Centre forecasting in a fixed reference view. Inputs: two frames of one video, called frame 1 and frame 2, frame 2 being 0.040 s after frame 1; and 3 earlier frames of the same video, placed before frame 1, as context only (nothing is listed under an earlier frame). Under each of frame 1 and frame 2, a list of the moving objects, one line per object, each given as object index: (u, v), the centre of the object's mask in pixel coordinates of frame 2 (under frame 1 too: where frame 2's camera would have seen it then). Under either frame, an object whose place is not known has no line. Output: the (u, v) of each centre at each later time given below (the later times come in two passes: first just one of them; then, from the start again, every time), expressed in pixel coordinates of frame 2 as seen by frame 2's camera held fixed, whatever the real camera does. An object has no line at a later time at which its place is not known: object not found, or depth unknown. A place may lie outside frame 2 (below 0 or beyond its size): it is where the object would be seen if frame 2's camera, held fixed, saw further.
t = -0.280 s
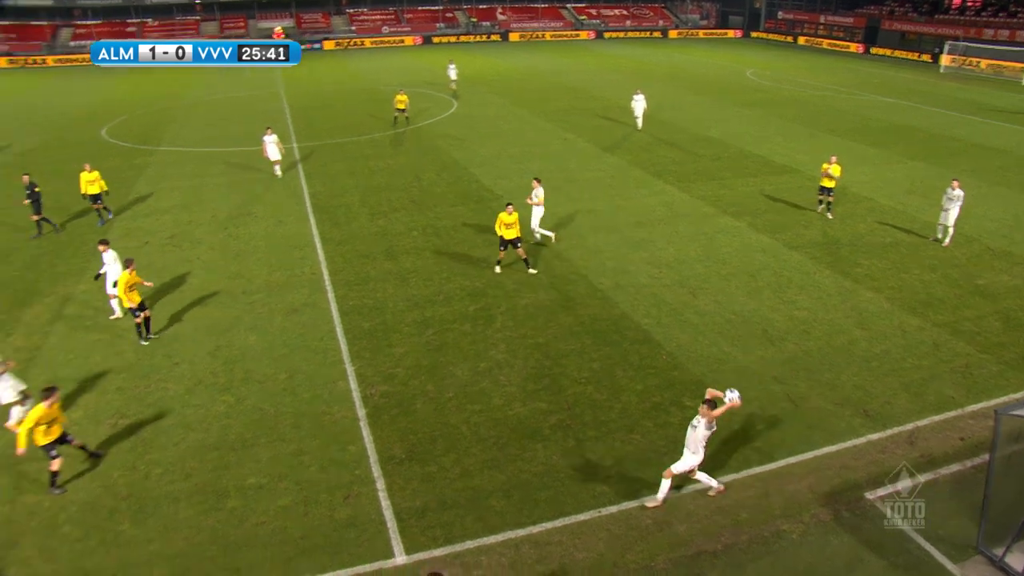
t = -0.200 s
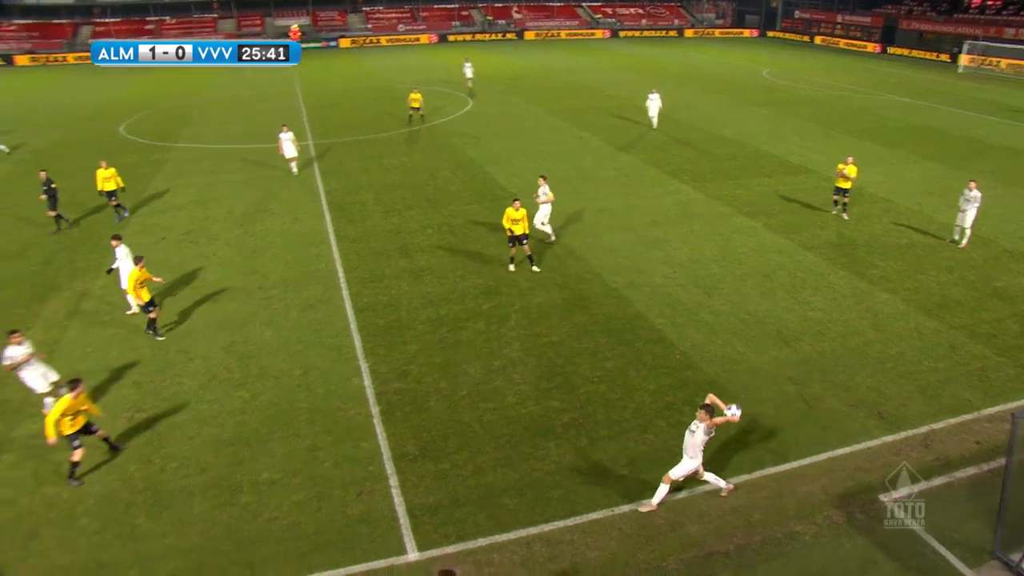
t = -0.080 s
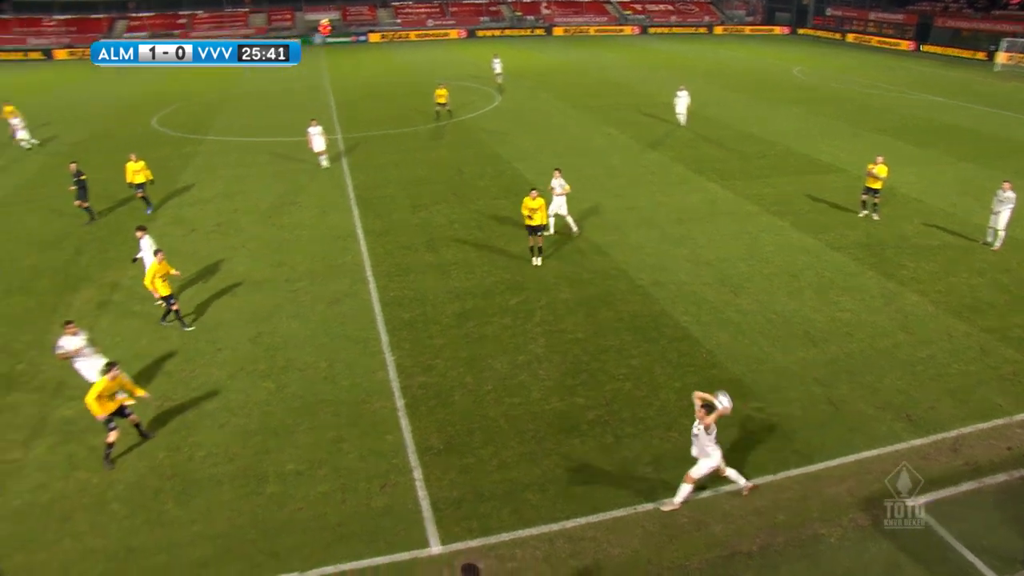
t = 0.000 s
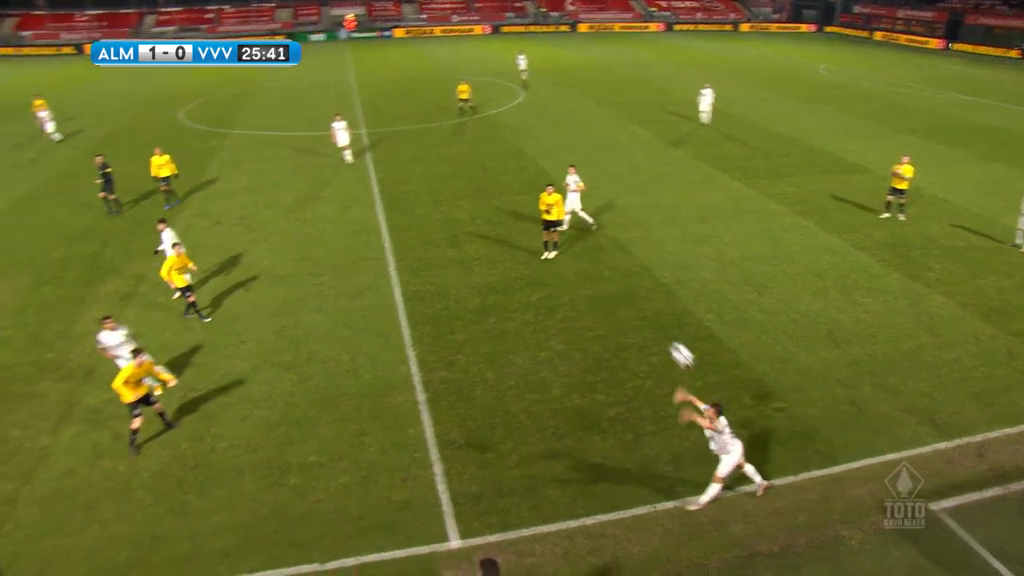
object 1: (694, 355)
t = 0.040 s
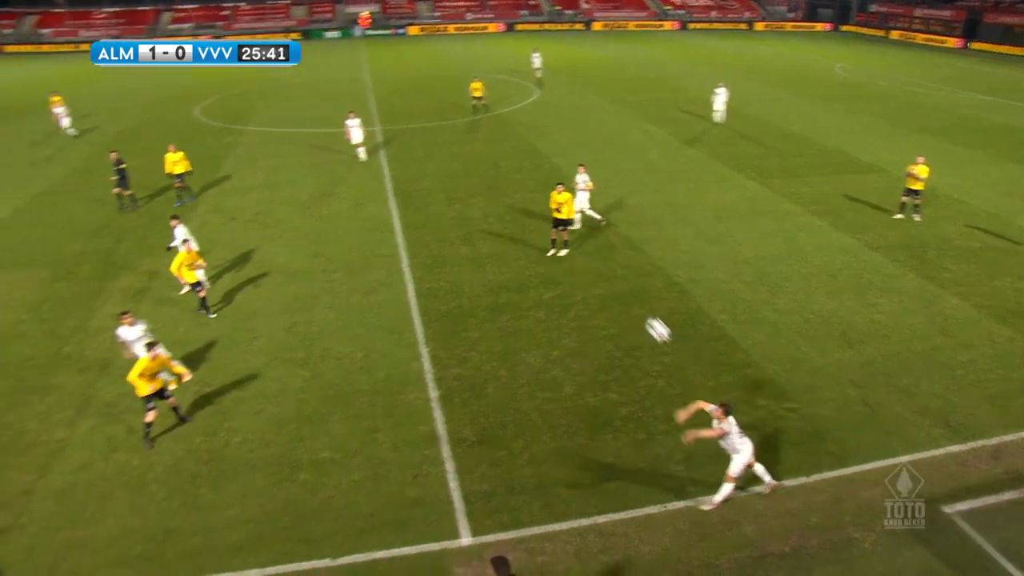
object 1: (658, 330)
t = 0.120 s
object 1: (583, 283)
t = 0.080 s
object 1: (621, 306)
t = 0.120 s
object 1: (583, 283)
